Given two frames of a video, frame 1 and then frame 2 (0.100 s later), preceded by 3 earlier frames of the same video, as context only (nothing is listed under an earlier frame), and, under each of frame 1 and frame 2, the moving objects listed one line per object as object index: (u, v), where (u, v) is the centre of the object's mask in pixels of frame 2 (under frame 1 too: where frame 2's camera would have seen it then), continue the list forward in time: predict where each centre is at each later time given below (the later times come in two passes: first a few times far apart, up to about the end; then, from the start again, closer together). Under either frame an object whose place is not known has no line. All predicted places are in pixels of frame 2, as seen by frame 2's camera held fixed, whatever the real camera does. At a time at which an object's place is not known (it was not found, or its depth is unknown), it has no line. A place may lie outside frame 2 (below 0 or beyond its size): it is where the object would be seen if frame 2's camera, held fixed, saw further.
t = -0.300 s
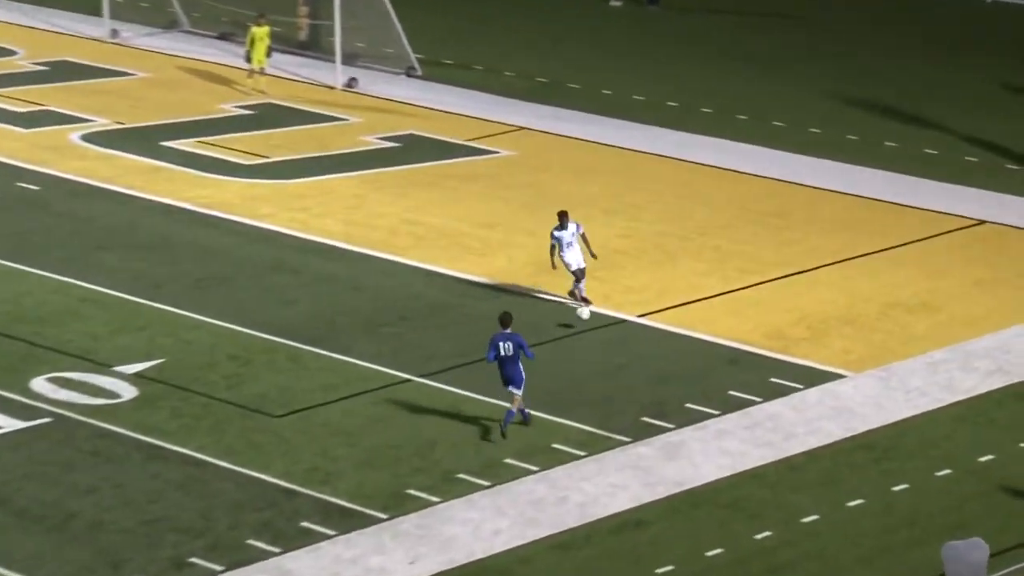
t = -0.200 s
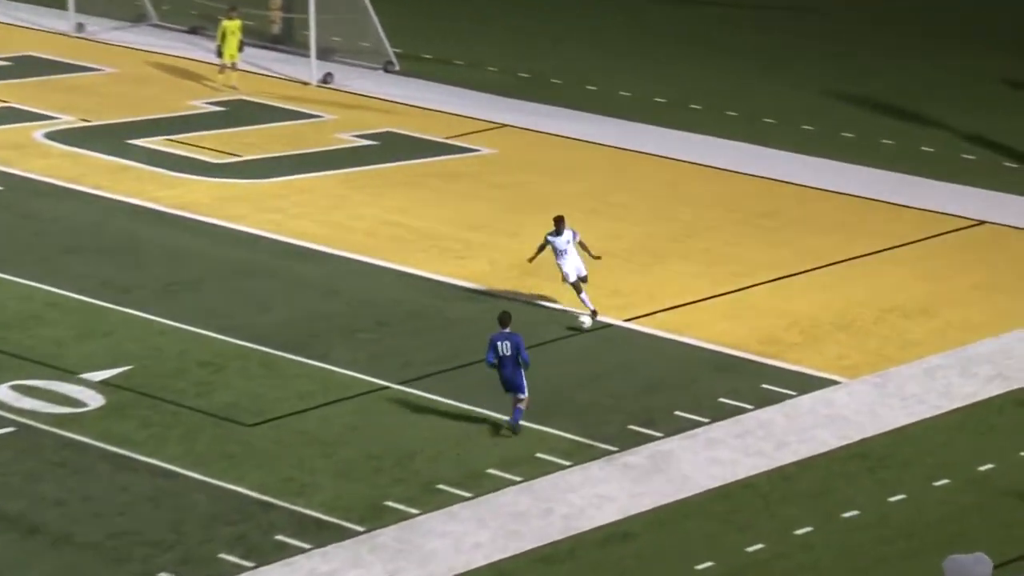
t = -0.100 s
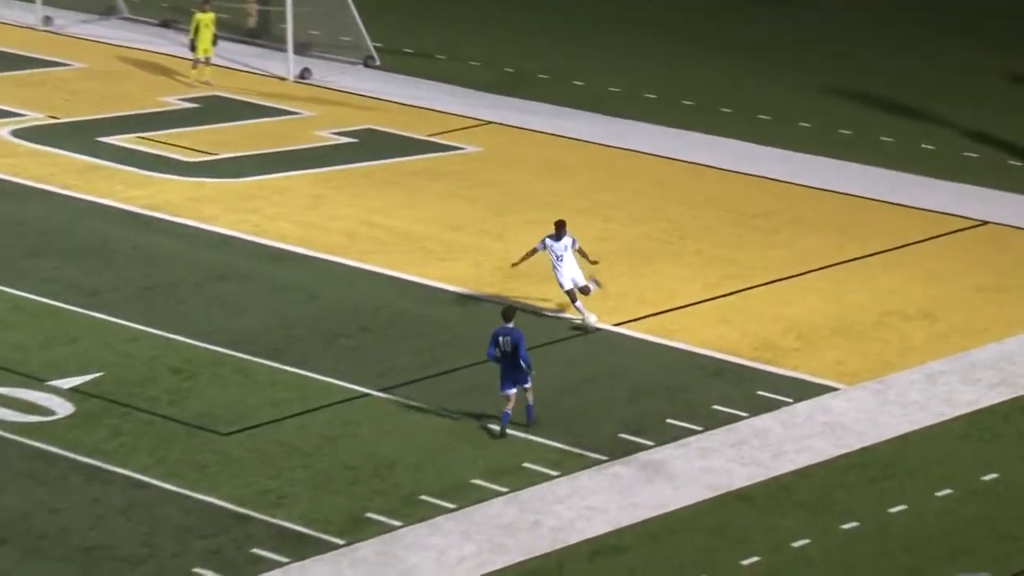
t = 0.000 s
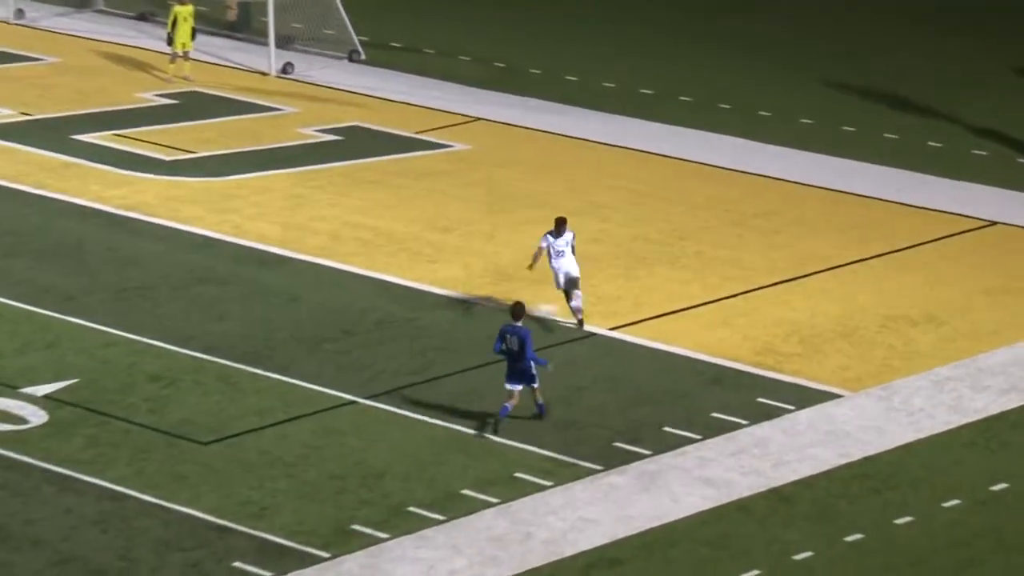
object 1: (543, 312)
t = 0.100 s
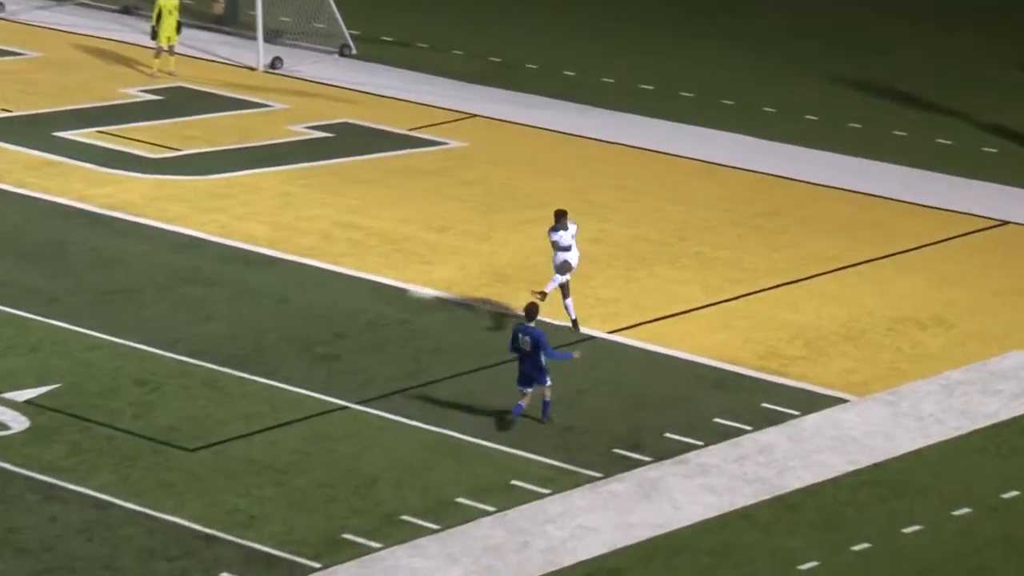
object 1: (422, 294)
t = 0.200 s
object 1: (290, 274)
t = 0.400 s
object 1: (-1, 253)
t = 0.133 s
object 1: (378, 286)
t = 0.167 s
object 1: (335, 279)
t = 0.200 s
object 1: (290, 274)
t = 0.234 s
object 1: (245, 269)
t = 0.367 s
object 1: (50, 256)
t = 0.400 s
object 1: (-1, 253)
